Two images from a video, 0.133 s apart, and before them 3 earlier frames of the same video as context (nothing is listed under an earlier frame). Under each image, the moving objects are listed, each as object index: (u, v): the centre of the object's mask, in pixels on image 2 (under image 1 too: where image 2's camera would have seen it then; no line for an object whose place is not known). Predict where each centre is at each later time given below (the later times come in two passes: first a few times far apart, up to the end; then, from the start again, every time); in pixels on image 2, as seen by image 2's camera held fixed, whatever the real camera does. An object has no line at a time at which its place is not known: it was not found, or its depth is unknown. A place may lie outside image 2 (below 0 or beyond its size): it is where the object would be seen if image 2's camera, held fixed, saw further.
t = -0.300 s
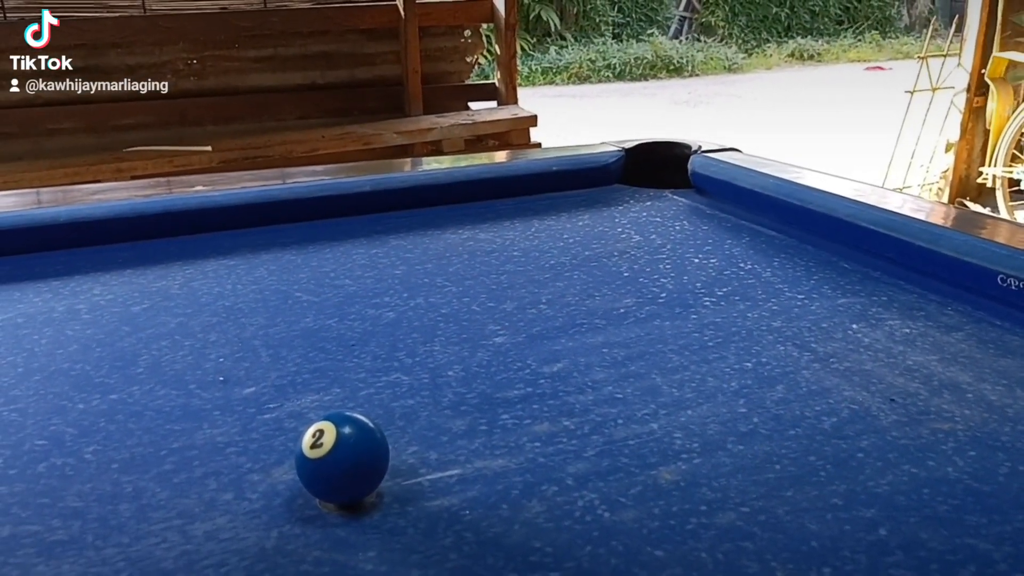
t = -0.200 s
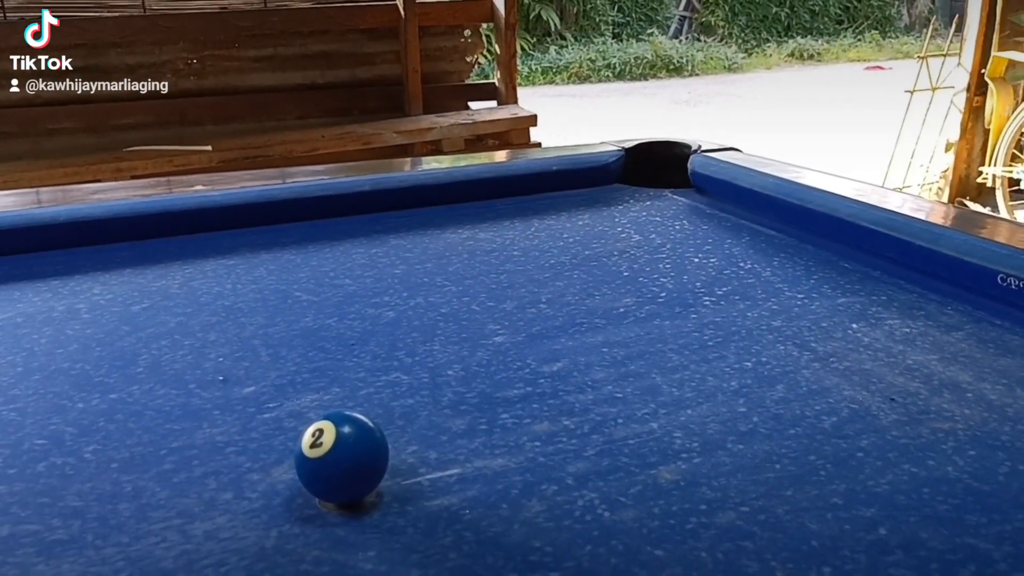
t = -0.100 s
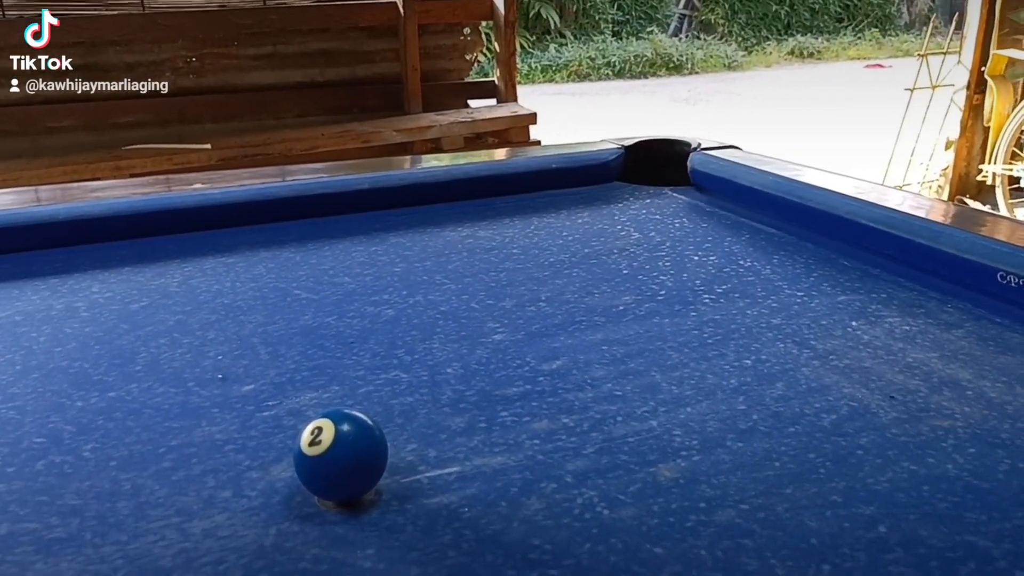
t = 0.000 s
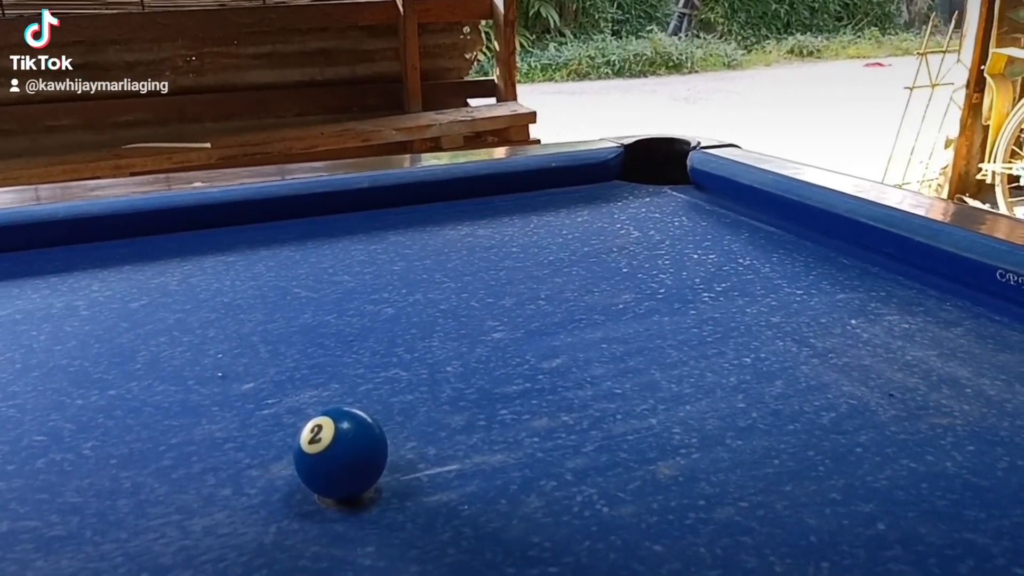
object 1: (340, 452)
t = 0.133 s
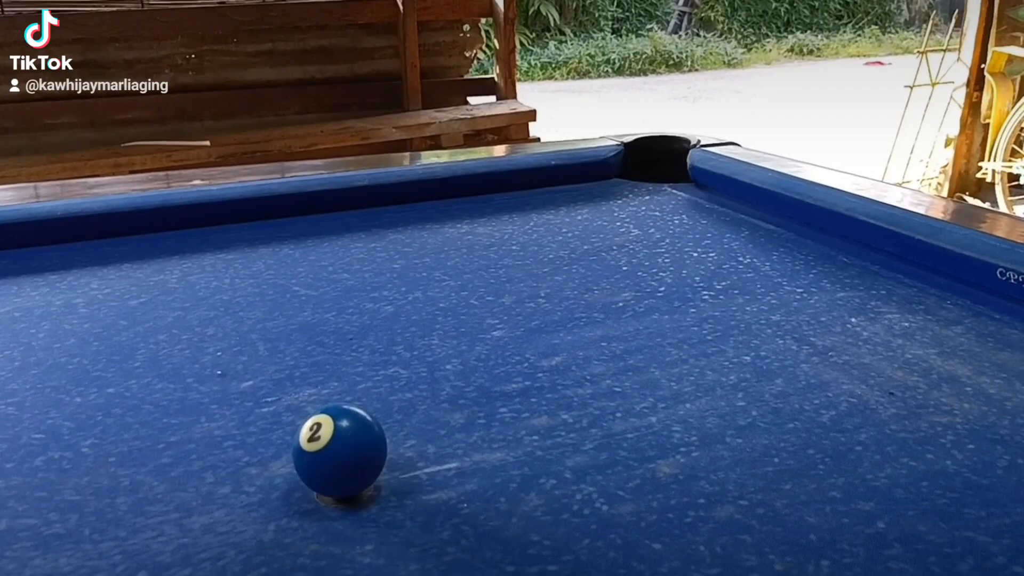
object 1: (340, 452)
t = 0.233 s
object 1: (340, 452)
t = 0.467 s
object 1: (348, 429)
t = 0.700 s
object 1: (398, 321)
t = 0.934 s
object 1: (428, 256)
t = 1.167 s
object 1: (447, 210)
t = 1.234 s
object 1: (452, 200)
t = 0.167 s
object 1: (340, 452)
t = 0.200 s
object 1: (340, 452)
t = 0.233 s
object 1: (340, 452)
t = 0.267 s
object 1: (340, 452)
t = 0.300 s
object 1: (340, 452)
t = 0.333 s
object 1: (340, 452)
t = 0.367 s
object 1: (340, 452)
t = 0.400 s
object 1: (340, 452)
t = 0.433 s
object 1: (342, 447)
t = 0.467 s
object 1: (348, 429)
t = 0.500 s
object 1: (357, 411)
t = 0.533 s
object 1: (366, 390)
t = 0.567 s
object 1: (374, 373)
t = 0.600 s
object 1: (381, 359)
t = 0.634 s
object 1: (387, 346)
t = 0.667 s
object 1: (393, 333)
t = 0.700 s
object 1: (398, 321)
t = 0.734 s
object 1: (403, 310)
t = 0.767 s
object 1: (408, 299)
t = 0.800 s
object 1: (413, 289)
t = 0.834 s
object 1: (417, 280)
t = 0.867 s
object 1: (421, 271)
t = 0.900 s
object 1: (425, 263)
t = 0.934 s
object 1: (428, 256)
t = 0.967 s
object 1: (431, 248)
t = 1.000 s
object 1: (434, 241)
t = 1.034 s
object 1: (437, 234)
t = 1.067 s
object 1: (440, 228)
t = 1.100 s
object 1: (443, 221)
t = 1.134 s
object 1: (445, 216)
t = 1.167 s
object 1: (447, 210)
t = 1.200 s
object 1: (450, 205)
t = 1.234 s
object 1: (452, 200)
